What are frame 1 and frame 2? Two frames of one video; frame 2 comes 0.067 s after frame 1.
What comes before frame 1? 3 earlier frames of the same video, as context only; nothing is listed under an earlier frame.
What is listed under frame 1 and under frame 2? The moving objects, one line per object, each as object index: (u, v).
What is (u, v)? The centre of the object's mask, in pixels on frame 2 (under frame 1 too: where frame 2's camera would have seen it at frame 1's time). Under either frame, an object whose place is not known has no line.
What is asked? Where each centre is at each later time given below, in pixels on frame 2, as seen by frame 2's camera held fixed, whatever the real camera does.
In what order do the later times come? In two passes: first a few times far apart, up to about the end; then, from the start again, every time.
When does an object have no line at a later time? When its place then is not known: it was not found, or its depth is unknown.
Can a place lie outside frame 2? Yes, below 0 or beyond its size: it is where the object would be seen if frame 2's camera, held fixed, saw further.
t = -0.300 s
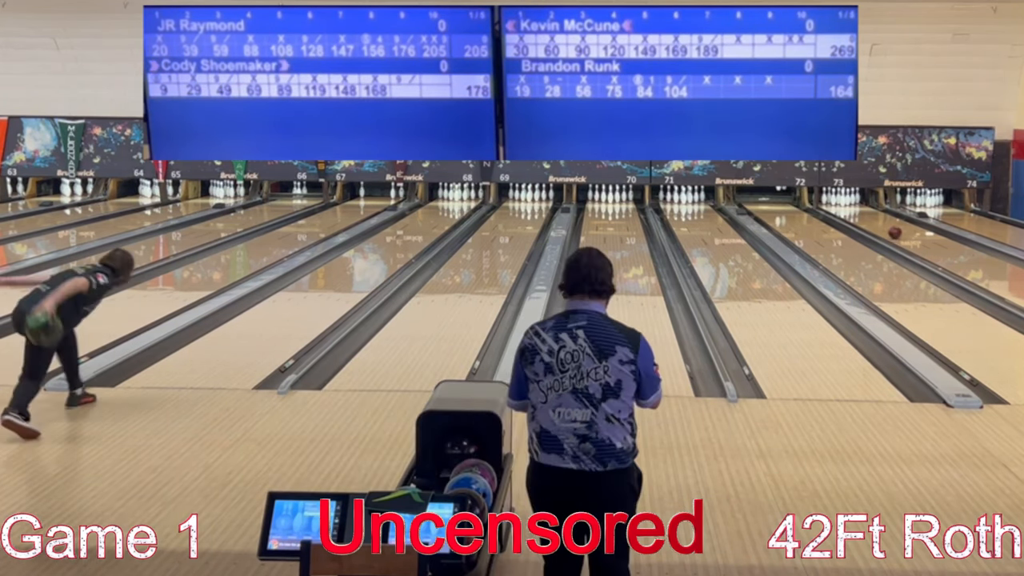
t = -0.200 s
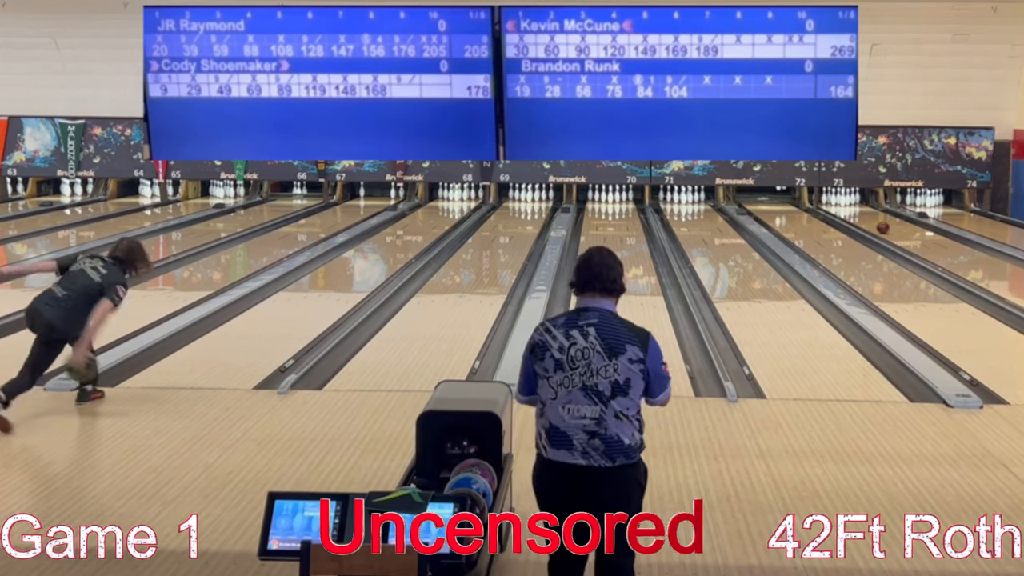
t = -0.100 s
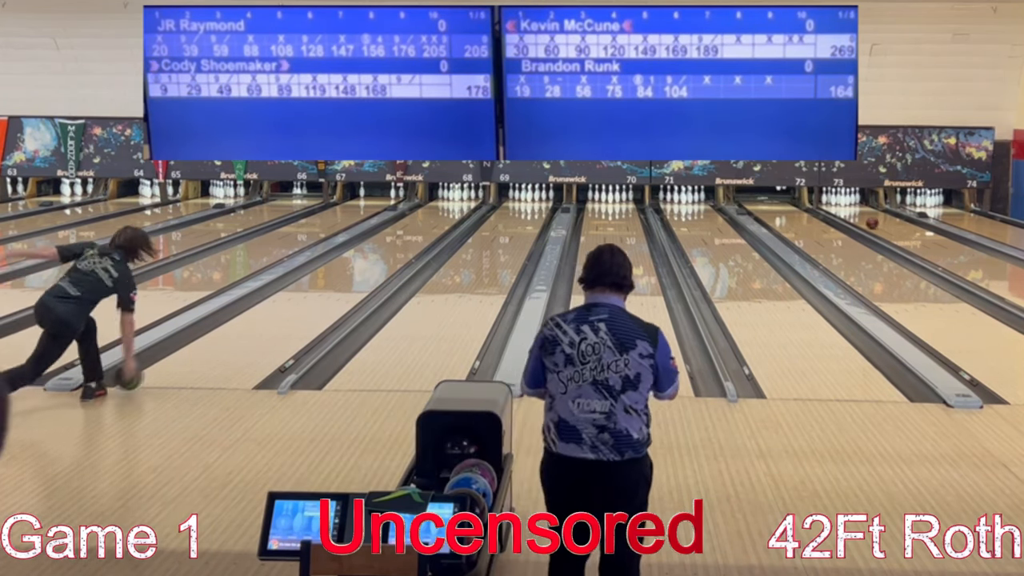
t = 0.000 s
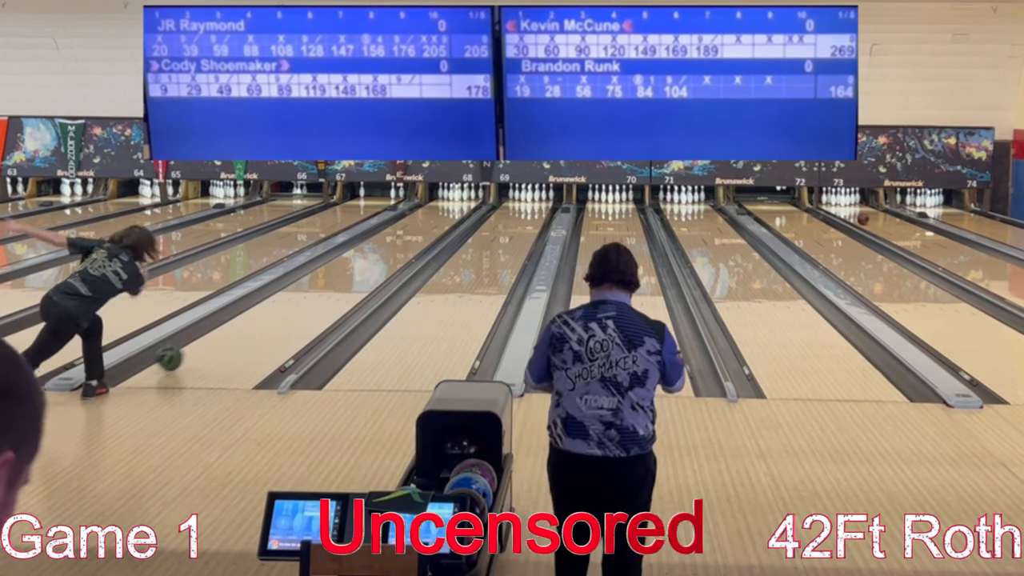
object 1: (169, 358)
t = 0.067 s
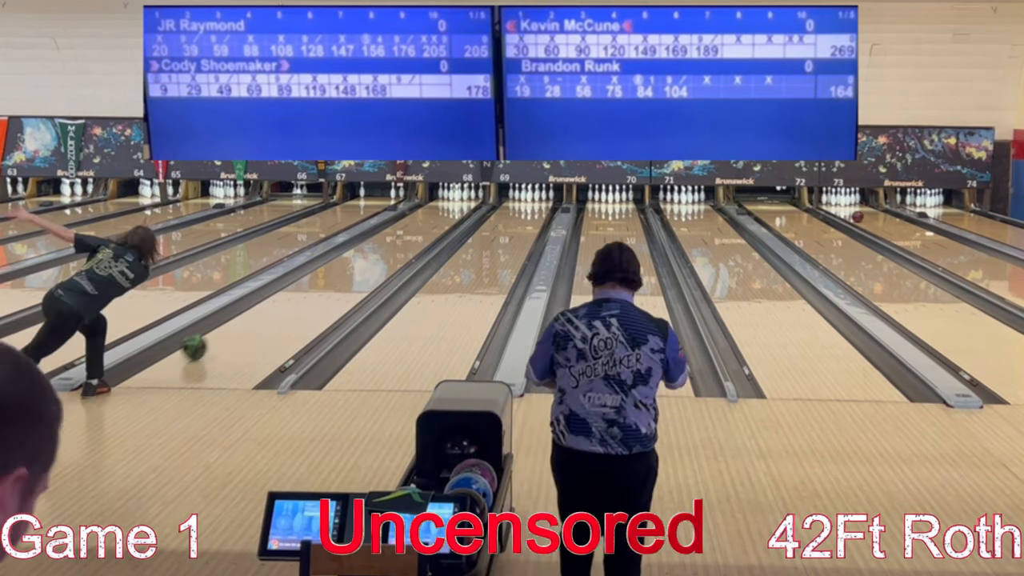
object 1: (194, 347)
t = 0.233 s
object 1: (246, 322)
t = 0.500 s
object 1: (309, 291)
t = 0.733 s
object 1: (350, 270)
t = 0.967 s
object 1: (383, 253)
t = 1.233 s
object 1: (412, 238)
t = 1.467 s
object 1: (432, 227)
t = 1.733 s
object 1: (449, 216)
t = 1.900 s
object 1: (457, 211)
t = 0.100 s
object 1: (206, 342)
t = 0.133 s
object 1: (216, 336)
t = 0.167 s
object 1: (227, 331)
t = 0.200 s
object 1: (237, 327)
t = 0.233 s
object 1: (246, 322)
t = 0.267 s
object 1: (255, 317)
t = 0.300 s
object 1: (264, 313)
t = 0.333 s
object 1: (272, 309)
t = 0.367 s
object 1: (280, 305)
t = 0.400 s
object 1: (287, 301)
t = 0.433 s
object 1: (295, 298)
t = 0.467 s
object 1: (302, 294)
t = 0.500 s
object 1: (309, 291)
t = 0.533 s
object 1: (315, 287)
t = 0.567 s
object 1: (322, 284)
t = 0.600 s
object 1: (328, 281)
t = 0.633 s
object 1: (334, 278)
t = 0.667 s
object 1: (340, 275)
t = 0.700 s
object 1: (345, 272)
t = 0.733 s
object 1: (350, 270)
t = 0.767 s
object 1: (355, 267)
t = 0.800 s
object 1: (360, 264)
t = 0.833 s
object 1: (365, 262)
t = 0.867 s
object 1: (370, 259)
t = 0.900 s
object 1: (374, 257)
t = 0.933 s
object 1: (379, 255)
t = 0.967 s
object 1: (383, 253)
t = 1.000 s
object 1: (387, 251)
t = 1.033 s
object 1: (391, 249)
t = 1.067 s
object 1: (395, 247)
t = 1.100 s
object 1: (398, 244)
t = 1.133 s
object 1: (402, 243)
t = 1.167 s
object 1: (405, 241)
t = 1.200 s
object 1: (409, 239)
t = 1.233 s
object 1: (412, 238)
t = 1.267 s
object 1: (415, 236)
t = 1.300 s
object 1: (418, 235)
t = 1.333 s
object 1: (421, 233)
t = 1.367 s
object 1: (425, 232)
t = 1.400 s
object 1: (427, 230)
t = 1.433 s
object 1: (430, 229)
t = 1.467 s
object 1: (432, 227)
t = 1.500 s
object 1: (435, 225)
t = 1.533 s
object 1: (437, 224)
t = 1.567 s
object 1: (440, 223)
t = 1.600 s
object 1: (442, 221)
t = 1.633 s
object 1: (444, 220)
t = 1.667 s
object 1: (446, 219)
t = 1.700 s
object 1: (448, 218)
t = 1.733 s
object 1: (449, 216)
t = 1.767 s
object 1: (451, 216)
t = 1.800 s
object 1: (453, 214)
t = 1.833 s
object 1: (454, 213)
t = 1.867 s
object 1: (456, 212)
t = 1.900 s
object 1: (457, 211)
